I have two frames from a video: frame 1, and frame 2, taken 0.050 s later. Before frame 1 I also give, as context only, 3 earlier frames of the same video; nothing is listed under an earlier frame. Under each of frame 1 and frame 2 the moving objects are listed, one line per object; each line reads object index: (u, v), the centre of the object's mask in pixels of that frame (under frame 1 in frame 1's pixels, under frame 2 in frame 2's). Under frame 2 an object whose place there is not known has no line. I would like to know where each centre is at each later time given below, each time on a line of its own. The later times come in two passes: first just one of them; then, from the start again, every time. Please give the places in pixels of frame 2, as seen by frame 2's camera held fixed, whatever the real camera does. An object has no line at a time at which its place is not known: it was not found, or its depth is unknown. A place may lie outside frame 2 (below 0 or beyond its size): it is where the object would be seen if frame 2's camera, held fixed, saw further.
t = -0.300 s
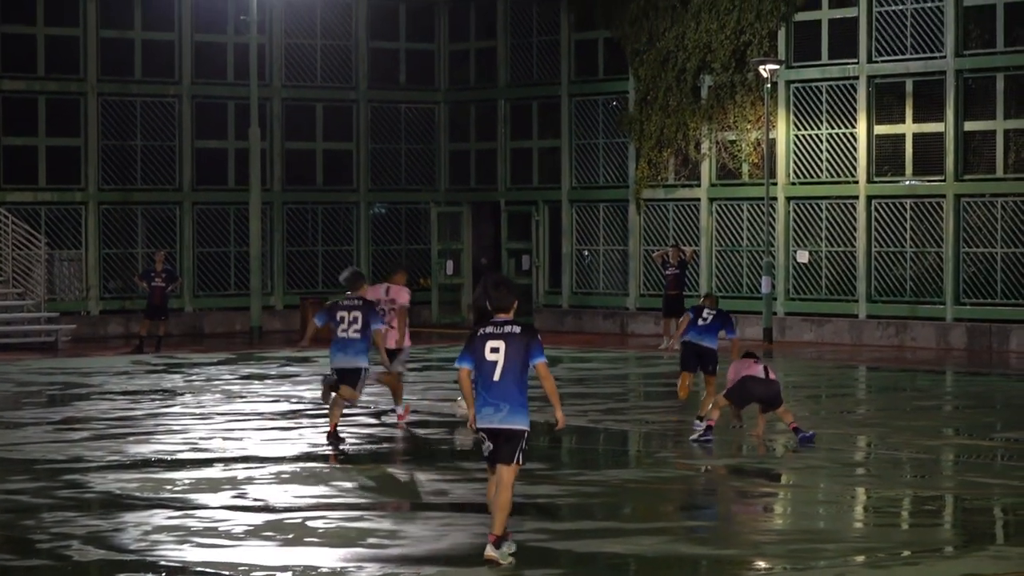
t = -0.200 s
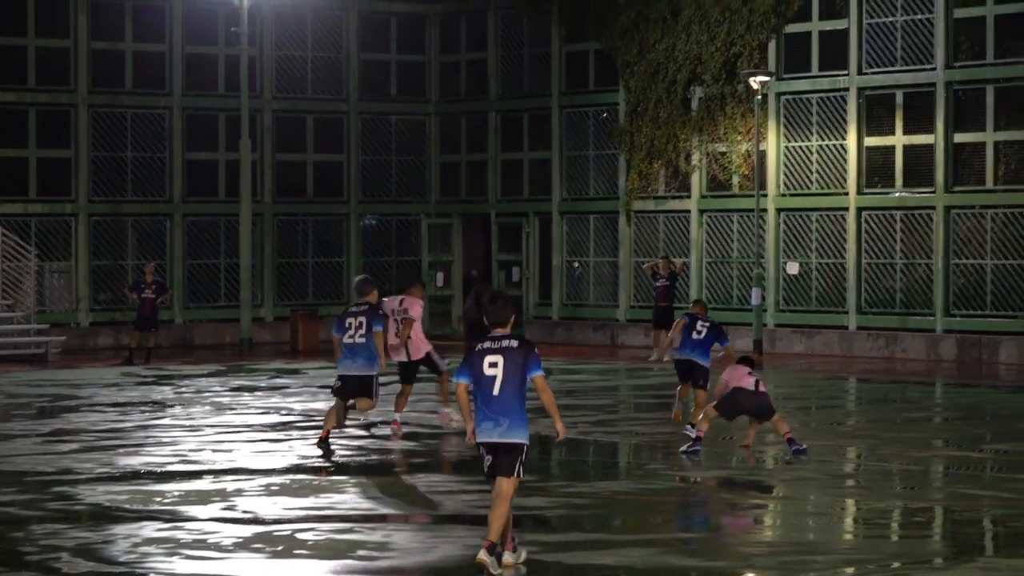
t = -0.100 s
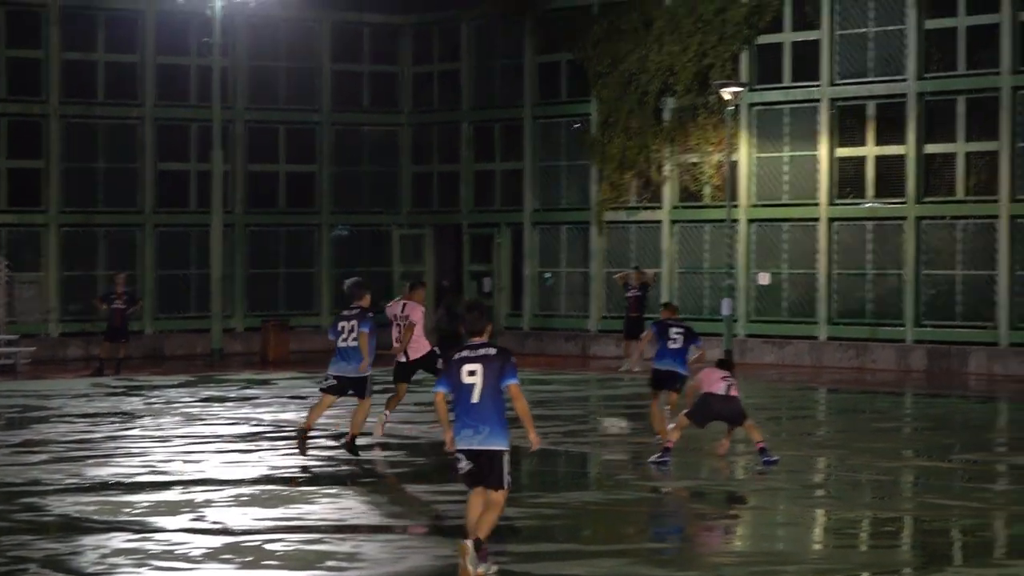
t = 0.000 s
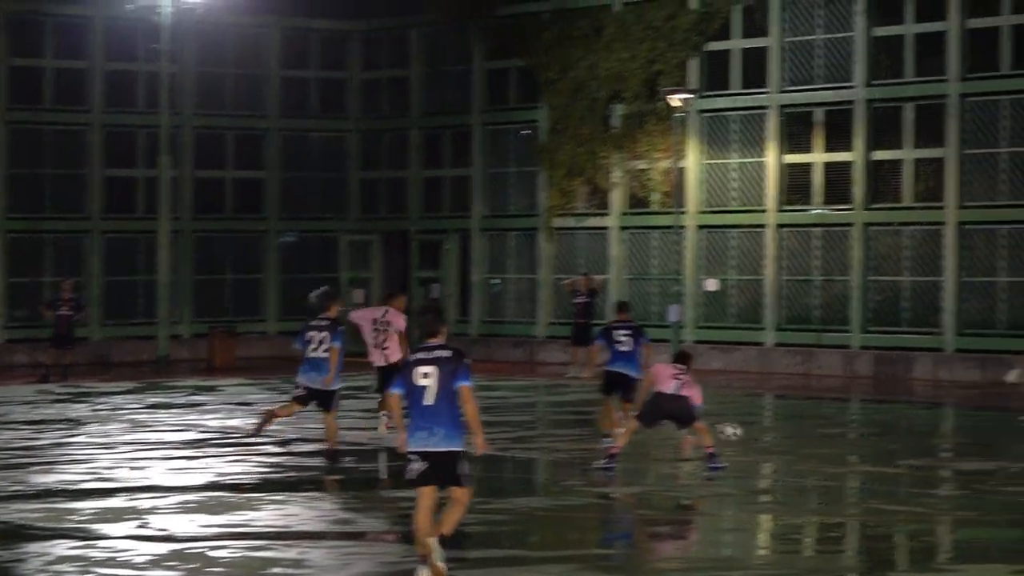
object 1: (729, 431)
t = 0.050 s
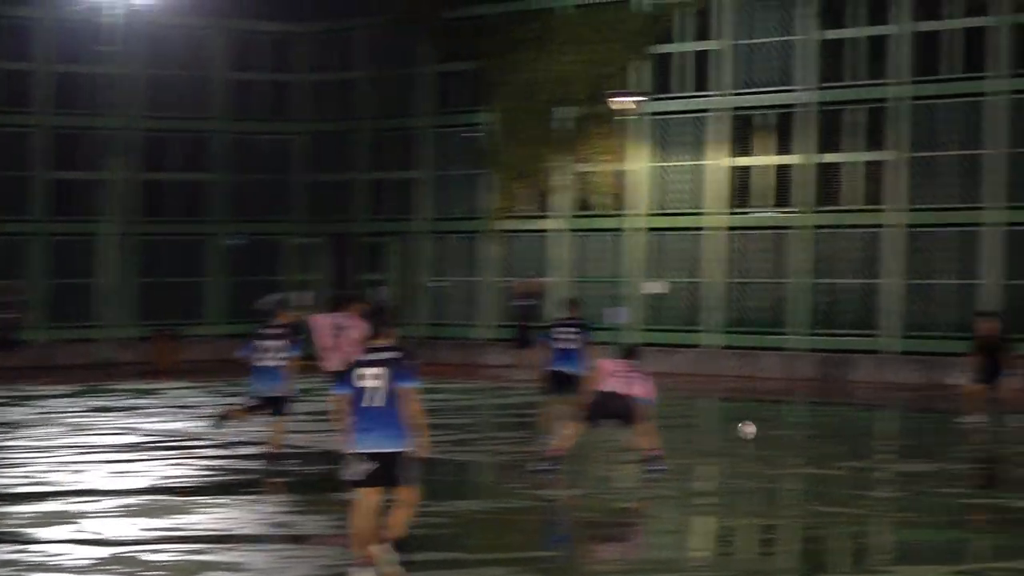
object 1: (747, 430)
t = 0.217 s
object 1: (986, 429)
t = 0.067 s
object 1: (771, 429)
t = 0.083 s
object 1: (796, 428)
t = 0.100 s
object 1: (821, 428)
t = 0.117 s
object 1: (846, 427)
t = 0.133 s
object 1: (869, 428)
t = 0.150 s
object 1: (894, 428)
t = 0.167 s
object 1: (918, 429)
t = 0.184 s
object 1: (941, 430)
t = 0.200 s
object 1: (964, 430)
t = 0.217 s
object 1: (986, 429)
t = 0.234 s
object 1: (1009, 428)
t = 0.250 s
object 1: (1031, 427)
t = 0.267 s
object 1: (1053, 426)
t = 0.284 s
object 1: (1075, 426)
